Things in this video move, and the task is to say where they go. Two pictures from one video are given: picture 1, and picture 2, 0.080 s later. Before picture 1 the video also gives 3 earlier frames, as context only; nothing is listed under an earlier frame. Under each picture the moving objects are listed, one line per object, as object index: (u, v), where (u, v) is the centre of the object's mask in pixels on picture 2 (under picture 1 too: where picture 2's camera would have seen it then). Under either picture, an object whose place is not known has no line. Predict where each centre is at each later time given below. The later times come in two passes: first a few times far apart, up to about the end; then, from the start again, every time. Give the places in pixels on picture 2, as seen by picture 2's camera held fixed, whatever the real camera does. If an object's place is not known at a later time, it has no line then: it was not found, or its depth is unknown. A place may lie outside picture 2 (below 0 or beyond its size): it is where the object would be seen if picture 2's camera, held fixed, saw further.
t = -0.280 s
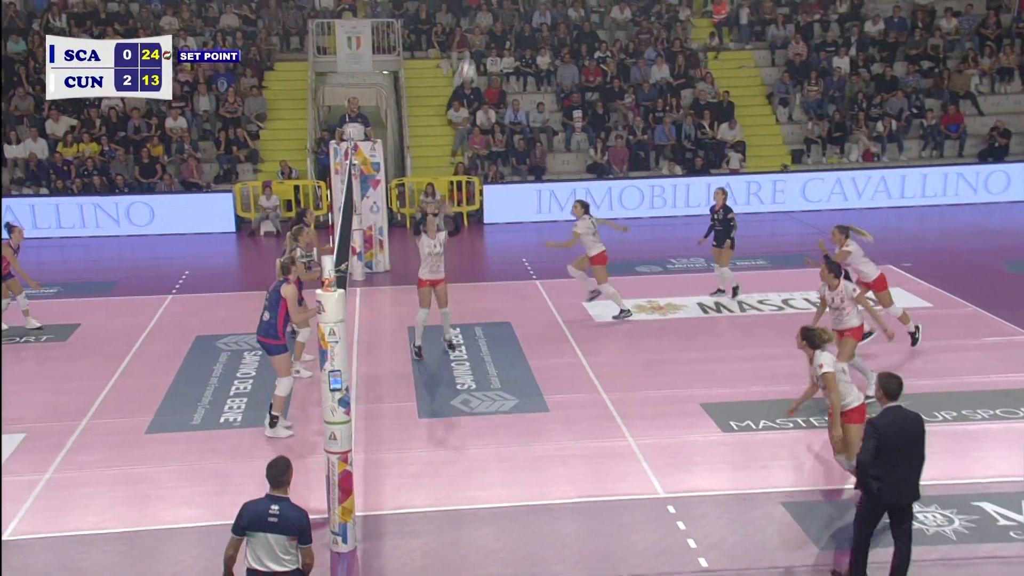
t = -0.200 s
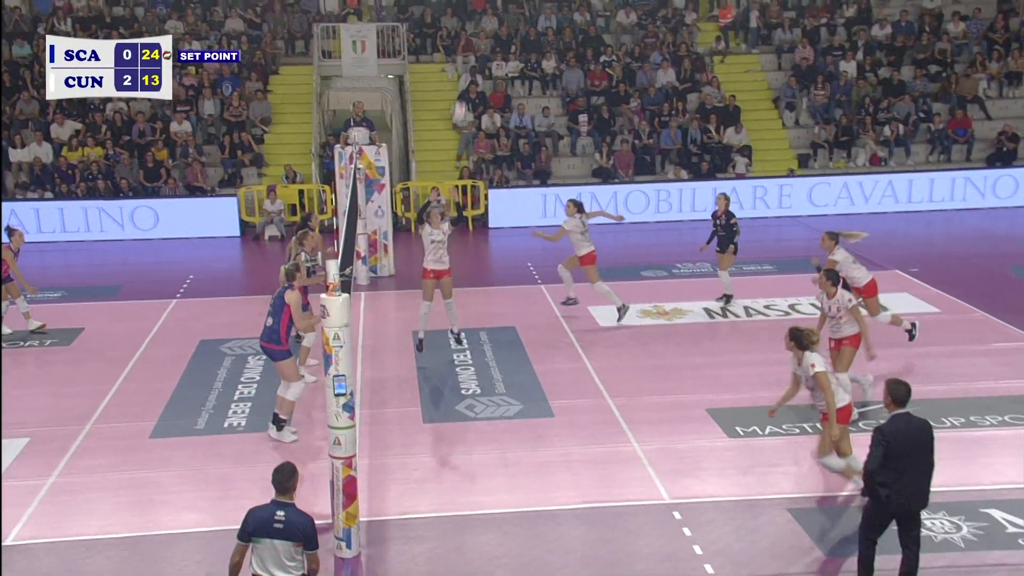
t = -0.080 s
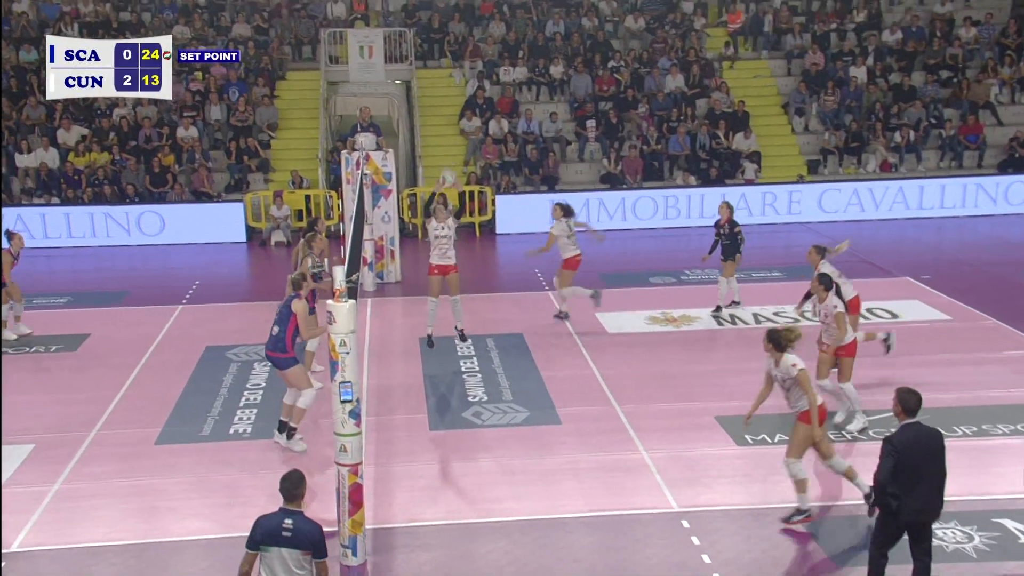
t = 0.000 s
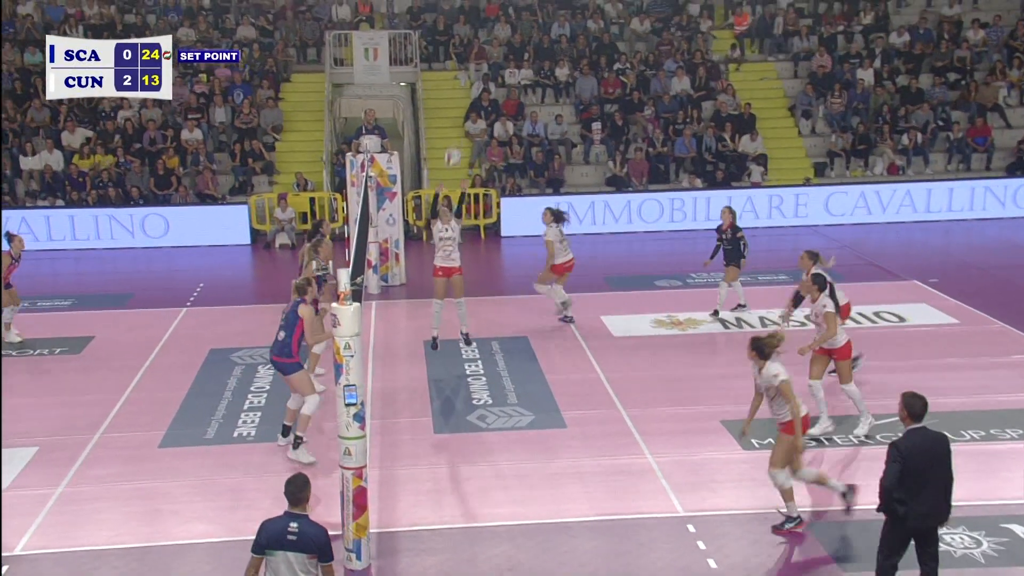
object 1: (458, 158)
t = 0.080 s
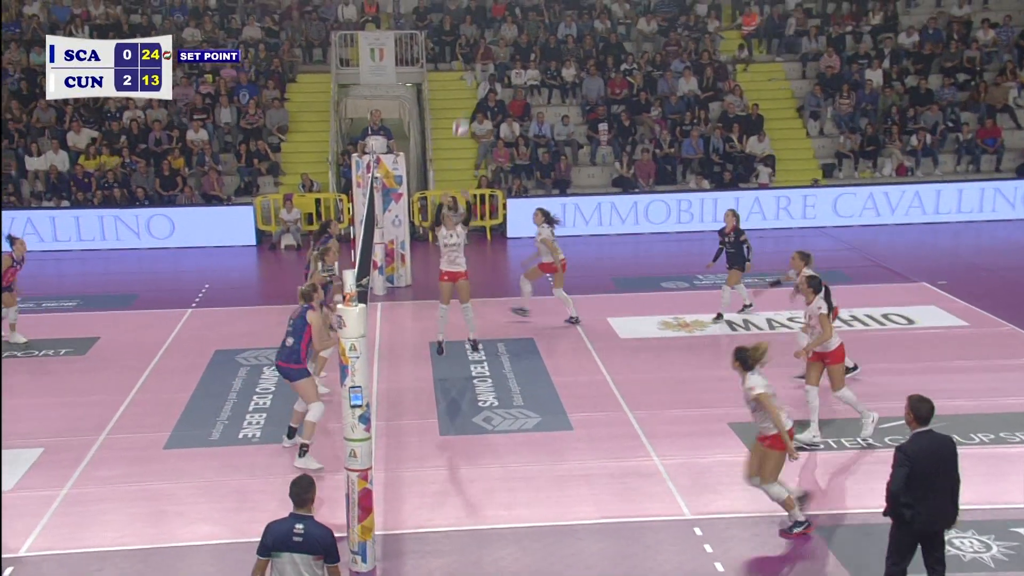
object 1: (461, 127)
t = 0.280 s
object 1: (468, 72)
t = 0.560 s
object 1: (480, 49)
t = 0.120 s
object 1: (462, 114)
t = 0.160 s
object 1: (463, 102)
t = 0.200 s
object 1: (465, 89)
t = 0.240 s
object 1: (467, 79)
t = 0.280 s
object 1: (468, 72)
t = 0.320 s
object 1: (470, 64)
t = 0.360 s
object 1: (470, 58)
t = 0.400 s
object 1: (472, 53)
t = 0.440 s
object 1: (474, 50)
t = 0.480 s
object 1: (476, 49)
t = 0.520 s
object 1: (478, 48)
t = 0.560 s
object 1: (480, 49)
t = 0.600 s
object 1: (482, 51)
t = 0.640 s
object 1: (484, 56)
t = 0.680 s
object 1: (487, 62)
